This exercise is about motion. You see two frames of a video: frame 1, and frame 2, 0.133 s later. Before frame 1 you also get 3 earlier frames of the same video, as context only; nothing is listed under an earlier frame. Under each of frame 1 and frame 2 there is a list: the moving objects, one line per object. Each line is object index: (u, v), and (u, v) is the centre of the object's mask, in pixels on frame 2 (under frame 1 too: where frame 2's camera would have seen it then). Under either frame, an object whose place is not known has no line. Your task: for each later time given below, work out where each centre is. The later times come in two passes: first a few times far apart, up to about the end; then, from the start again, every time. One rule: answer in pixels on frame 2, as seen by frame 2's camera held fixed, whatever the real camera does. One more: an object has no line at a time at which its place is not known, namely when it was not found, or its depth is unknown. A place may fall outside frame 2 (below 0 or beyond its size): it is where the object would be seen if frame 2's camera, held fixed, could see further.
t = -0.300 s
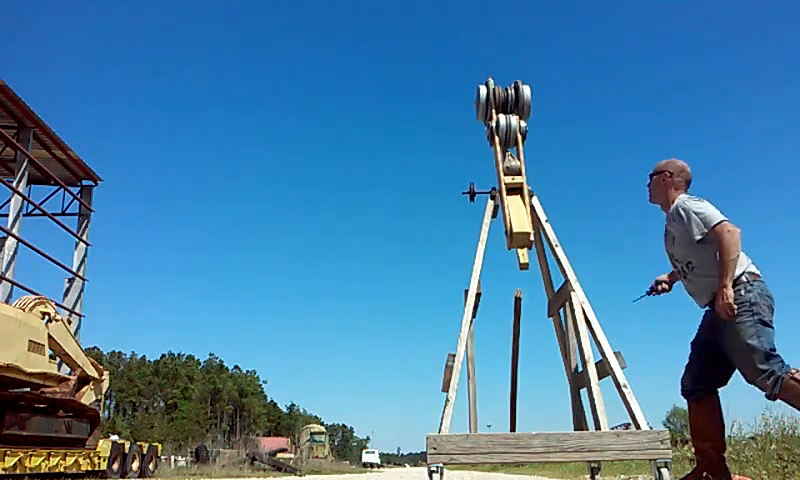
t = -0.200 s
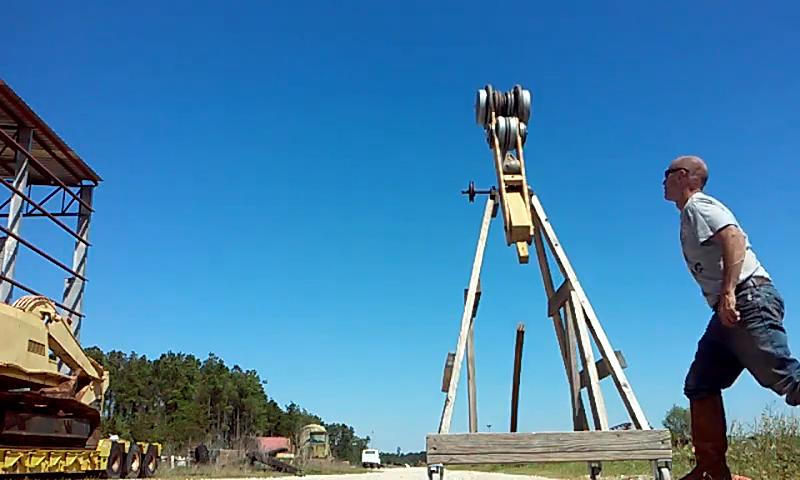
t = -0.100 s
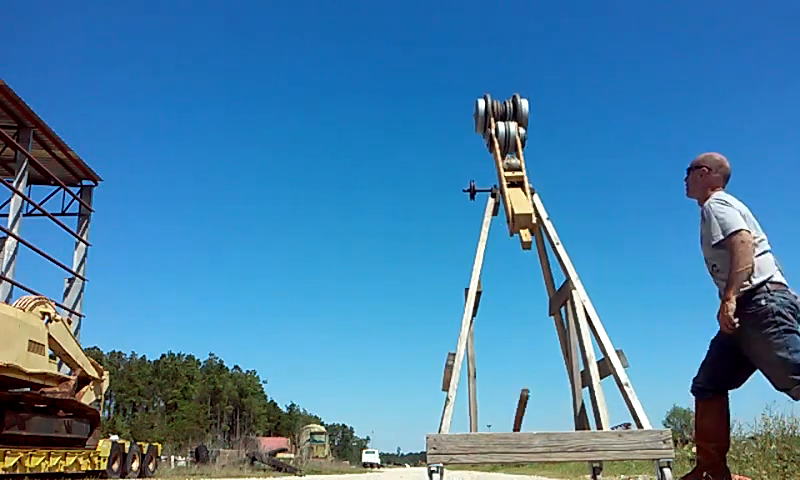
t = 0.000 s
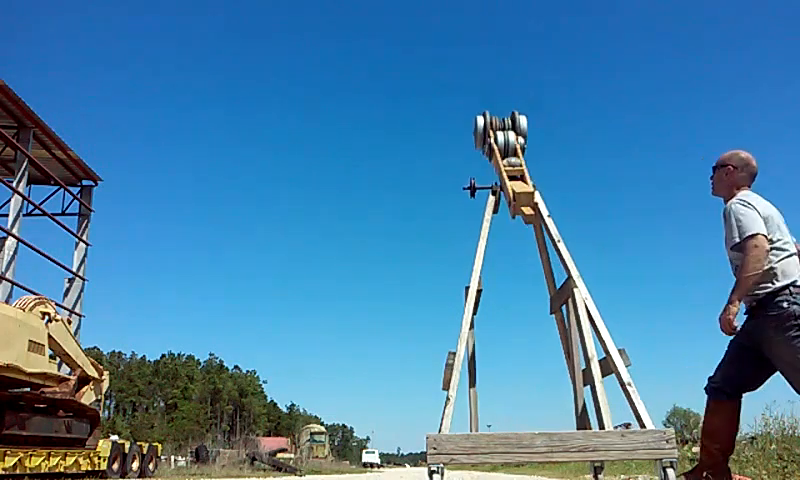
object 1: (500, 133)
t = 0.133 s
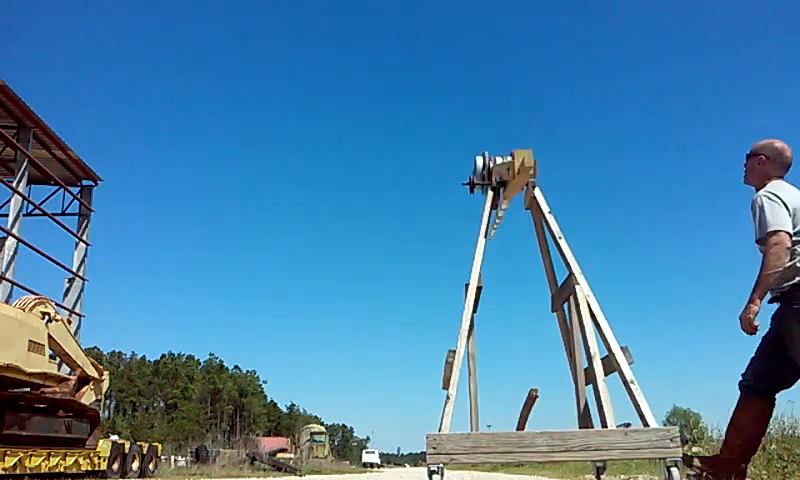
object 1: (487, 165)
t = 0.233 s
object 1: (519, 222)
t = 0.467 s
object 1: (512, 354)
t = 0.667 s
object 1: (516, 403)
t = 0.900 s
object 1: (519, 404)
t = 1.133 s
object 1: (521, 405)
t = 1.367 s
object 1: (522, 404)
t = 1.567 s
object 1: (522, 403)
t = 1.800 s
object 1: (521, 403)
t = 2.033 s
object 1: (520, 403)
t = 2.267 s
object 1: (521, 402)
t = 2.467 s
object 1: (523, 402)
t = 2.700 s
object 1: (523, 403)
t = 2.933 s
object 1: (523, 404)
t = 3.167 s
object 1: (521, 404)
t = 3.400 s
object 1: (518, 404)
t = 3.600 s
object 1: (518, 404)
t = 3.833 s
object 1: (518, 404)
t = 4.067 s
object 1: (521, 404)
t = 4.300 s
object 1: (523, 403)
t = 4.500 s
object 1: (525, 403)
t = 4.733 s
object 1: (524, 403)
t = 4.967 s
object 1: (523, 404)
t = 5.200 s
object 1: (520, 404)
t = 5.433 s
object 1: (519, 404)
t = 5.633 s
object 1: (519, 404)
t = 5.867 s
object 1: (520, 404)
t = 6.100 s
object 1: (520, 404)
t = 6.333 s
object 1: (521, 404)
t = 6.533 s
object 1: (522, 404)
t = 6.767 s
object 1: (523, 403)
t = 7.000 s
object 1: (524, 403)
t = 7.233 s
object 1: (523, 403)
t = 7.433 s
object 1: (522, 404)
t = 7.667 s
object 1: (520, 404)
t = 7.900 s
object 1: (519, 404)
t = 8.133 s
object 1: (519, 404)
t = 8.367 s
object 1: (519, 404)
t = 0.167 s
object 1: (482, 184)
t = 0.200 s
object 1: (480, 200)
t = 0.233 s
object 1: (519, 222)
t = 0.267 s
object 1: (513, 240)
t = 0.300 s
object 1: (503, 249)
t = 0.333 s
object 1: (504, 266)
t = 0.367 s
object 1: (504, 295)
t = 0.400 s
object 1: (500, 314)
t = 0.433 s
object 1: (509, 333)
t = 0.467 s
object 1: (512, 354)
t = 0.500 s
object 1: (513, 367)
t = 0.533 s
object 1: (515, 391)
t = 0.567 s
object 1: (516, 405)
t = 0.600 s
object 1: (516, 405)
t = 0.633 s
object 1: (516, 403)
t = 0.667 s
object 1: (516, 403)
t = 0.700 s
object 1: (516, 402)
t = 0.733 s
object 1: (517, 402)
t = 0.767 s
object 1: (517, 402)
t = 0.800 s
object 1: (517, 403)
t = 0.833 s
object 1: (518, 404)
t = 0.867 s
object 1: (518, 405)
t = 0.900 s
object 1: (519, 404)
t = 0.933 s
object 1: (519, 404)
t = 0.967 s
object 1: (519, 403)
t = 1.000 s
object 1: (520, 402)
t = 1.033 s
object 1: (520, 402)
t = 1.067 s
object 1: (521, 403)
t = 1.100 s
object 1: (521, 404)
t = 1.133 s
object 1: (521, 405)
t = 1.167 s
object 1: (521, 404)
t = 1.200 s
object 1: (522, 403)
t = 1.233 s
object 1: (522, 403)
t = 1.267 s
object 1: (522, 402)
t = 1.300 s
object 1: (522, 403)
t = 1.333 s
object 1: (522, 403)
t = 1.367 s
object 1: (522, 404)
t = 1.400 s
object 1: (523, 404)
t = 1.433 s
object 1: (523, 404)
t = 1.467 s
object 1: (522, 403)
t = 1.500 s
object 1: (522, 403)
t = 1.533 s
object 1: (522, 403)
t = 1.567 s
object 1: (522, 403)
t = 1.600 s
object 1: (522, 404)
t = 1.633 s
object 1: (522, 404)
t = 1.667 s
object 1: (522, 403)
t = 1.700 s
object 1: (521, 403)
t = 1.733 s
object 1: (521, 402)
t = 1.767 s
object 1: (521, 402)
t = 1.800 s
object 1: (521, 403)
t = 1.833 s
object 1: (521, 403)
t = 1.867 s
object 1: (521, 404)
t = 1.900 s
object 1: (521, 404)
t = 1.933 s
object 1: (520, 403)
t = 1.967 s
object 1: (520, 402)
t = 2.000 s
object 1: (520, 402)
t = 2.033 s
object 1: (520, 403)
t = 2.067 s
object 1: (520, 403)
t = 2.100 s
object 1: (520, 403)
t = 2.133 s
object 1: (520, 403)
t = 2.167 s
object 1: (521, 402)
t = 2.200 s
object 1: (521, 402)
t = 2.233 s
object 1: (521, 402)
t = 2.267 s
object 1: (521, 402)
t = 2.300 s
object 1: (521, 403)
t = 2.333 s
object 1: (522, 403)
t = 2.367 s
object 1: (522, 402)
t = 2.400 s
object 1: (522, 402)
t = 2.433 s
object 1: (522, 402)
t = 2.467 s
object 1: (523, 402)
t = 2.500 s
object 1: (523, 403)
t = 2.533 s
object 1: (523, 403)
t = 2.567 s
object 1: (523, 403)
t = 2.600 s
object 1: (523, 403)
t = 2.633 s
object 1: (523, 402)
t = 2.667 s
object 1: (523, 403)
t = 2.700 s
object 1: (523, 403)
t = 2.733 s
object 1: (523, 403)
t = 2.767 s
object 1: (523, 404)
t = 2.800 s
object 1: (523, 404)
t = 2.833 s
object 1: (523, 404)
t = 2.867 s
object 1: (523, 403)
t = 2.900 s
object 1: (523, 404)
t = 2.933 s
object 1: (523, 404)
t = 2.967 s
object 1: (523, 404)
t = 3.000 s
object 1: (522, 404)
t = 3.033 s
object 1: (522, 404)
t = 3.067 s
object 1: (522, 404)
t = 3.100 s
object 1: (521, 404)
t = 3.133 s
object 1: (521, 404)
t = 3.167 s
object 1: (521, 404)
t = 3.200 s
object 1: (520, 404)
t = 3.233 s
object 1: (520, 404)
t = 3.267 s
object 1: (520, 404)
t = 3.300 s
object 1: (519, 404)
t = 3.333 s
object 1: (519, 404)
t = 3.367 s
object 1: (519, 404)
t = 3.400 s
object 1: (518, 404)
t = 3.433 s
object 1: (518, 404)
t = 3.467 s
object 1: (518, 404)
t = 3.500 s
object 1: (518, 404)
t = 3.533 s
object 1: (518, 404)
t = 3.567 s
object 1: (518, 404)
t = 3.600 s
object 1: (518, 404)
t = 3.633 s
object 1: (518, 404)
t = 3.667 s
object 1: (518, 405)
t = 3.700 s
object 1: (518, 404)
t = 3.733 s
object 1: (518, 404)
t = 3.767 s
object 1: (518, 404)
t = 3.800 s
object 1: (518, 404)
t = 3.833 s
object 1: (518, 404)
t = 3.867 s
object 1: (518, 405)
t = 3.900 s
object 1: (519, 404)
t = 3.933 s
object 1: (519, 404)
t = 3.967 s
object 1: (519, 404)
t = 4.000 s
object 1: (520, 404)
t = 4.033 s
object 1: (520, 404)
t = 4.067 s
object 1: (521, 404)
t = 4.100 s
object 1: (521, 404)
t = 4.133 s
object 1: (521, 404)
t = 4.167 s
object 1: (522, 403)
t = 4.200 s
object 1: (522, 404)
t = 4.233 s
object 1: (523, 404)
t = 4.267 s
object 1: (523, 404)
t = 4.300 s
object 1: (523, 403)
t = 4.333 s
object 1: (524, 403)
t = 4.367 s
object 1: (524, 403)
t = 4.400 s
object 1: (524, 403)
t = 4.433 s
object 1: (525, 403)
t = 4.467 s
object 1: (525, 403)
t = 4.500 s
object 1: (525, 403)
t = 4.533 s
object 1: (525, 403)
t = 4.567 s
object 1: (525, 403)
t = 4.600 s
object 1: (525, 403)
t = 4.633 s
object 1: (525, 403)
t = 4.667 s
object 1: (525, 403)
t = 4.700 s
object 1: (525, 403)
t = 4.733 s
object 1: (524, 403)
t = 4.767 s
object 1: (524, 403)
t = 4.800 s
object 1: (524, 403)
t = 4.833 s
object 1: (524, 403)
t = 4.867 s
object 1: (523, 403)
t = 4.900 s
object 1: (523, 403)
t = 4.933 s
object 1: (523, 404)
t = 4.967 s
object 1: (523, 404)
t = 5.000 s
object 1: (522, 404)
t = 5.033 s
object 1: (522, 404)
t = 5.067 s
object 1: (521, 404)
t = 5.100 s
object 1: (521, 404)
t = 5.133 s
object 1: (521, 404)
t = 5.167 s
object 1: (520, 404)
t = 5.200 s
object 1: (520, 404)
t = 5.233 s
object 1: (520, 404)
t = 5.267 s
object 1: (520, 404)
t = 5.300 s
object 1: (520, 404)
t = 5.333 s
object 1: (520, 404)
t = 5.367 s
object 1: (519, 404)
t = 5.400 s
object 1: (519, 404)
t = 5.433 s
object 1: (519, 404)
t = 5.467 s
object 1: (519, 404)
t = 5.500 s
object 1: (519, 404)
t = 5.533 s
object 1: (519, 404)
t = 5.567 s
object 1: (519, 404)
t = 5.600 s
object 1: (519, 404)
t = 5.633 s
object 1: (519, 404)
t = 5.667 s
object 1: (519, 404)
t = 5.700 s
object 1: (519, 404)
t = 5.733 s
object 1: (519, 404)
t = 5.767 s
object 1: (519, 404)
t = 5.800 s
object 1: (519, 404)
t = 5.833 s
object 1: (519, 404)
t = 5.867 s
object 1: (520, 404)
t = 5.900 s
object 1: (520, 404)
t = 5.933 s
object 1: (520, 404)
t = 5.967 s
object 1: (520, 404)
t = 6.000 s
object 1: (520, 404)
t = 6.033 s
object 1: (520, 404)
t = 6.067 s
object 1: (520, 404)
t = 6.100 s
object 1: (520, 404)
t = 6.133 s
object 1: (520, 404)
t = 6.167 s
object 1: (520, 404)
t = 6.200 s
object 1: (521, 404)
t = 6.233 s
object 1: (521, 404)
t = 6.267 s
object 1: (521, 404)
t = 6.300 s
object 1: (521, 404)
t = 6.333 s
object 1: (521, 404)
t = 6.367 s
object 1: (521, 404)
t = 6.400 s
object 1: (521, 404)
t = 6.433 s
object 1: (521, 404)
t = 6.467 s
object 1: (521, 404)
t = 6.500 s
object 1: (522, 404)
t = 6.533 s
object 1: (522, 404)
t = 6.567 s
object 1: (522, 403)
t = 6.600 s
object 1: (522, 403)
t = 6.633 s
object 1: (522, 403)
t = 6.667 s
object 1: (522, 403)
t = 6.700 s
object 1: (523, 403)
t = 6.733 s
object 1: (523, 403)
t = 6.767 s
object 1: (523, 403)
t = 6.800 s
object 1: (523, 403)
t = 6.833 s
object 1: (523, 403)
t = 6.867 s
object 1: (523, 403)
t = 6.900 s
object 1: (523, 403)
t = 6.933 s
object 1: (523, 403)
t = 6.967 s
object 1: (524, 403)
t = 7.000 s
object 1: (524, 403)
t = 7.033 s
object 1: (524, 403)
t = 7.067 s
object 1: (524, 403)
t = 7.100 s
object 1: (524, 403)
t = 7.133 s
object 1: (524, 403)
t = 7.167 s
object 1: (523, 403)
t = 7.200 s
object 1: (523, 403)
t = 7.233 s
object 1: (523, 403)
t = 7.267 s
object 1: (523, 403)
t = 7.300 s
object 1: (523, 404)
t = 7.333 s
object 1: (523, 404)
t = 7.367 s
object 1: (523, 404)
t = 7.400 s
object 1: (522, 404)
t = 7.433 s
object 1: (522, 404)
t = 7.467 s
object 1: (522, 404)
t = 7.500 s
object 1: (522, 404)
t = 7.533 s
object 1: (522, 404)
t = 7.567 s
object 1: (521, 404)
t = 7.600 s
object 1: (521, 404)
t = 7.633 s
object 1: (521, 404)
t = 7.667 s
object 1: (520, 404)
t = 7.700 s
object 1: (520, 404)
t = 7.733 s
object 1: (520, 404)
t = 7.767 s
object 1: (520, 404)
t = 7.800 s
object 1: (519, 404)
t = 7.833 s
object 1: (519, 404)
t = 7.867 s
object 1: (519, 404)
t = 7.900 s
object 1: (519, 404)
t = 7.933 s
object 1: (519, 404)
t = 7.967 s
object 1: (519, 404)
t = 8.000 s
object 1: (519, 404)
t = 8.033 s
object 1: (519, 404)
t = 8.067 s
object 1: (519, 404)
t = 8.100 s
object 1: (519, 404)
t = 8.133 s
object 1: (519, 404)
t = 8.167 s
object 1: (519, 404)
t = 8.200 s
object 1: (519, 404)
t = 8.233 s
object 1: (519, 404)
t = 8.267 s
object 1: (519, 404)
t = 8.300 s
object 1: (519, 404)
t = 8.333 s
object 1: (519, 404)
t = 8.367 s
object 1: (519, 404)
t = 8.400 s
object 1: (520, 404)
